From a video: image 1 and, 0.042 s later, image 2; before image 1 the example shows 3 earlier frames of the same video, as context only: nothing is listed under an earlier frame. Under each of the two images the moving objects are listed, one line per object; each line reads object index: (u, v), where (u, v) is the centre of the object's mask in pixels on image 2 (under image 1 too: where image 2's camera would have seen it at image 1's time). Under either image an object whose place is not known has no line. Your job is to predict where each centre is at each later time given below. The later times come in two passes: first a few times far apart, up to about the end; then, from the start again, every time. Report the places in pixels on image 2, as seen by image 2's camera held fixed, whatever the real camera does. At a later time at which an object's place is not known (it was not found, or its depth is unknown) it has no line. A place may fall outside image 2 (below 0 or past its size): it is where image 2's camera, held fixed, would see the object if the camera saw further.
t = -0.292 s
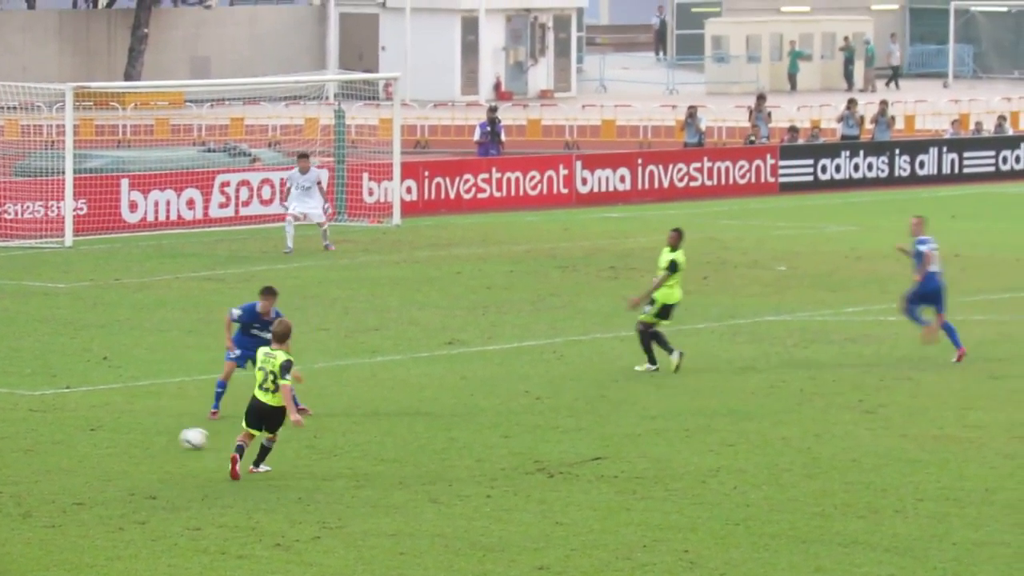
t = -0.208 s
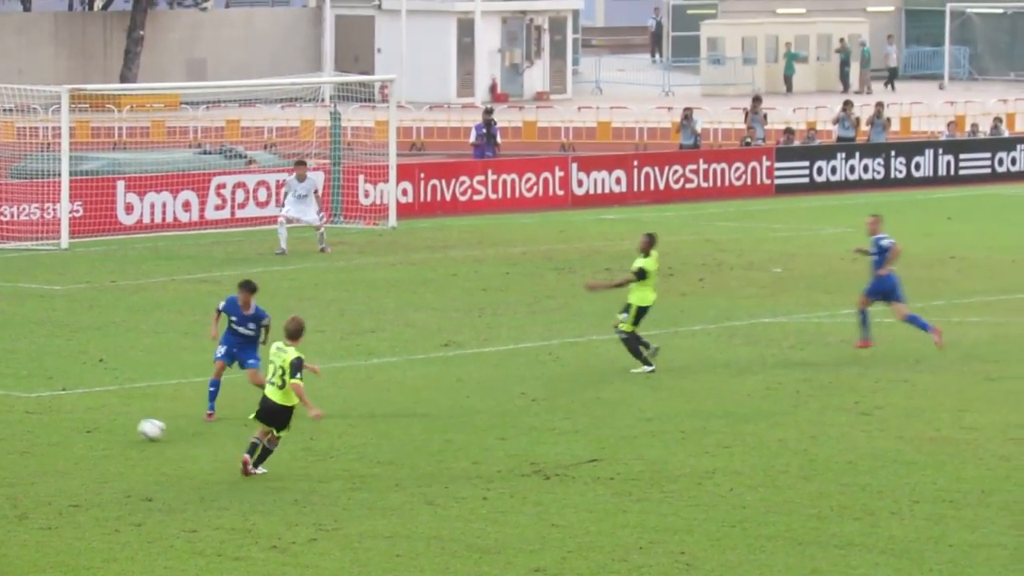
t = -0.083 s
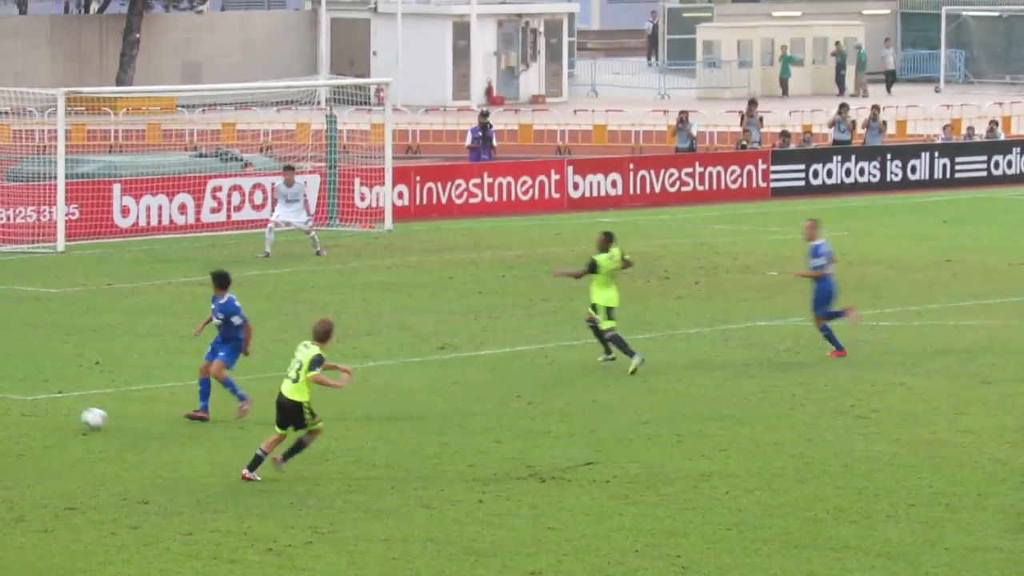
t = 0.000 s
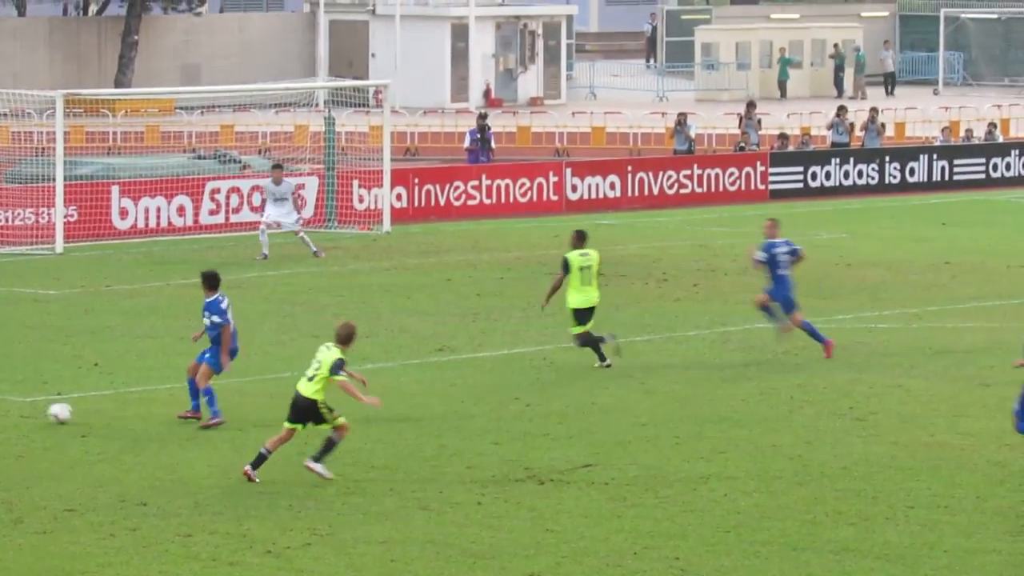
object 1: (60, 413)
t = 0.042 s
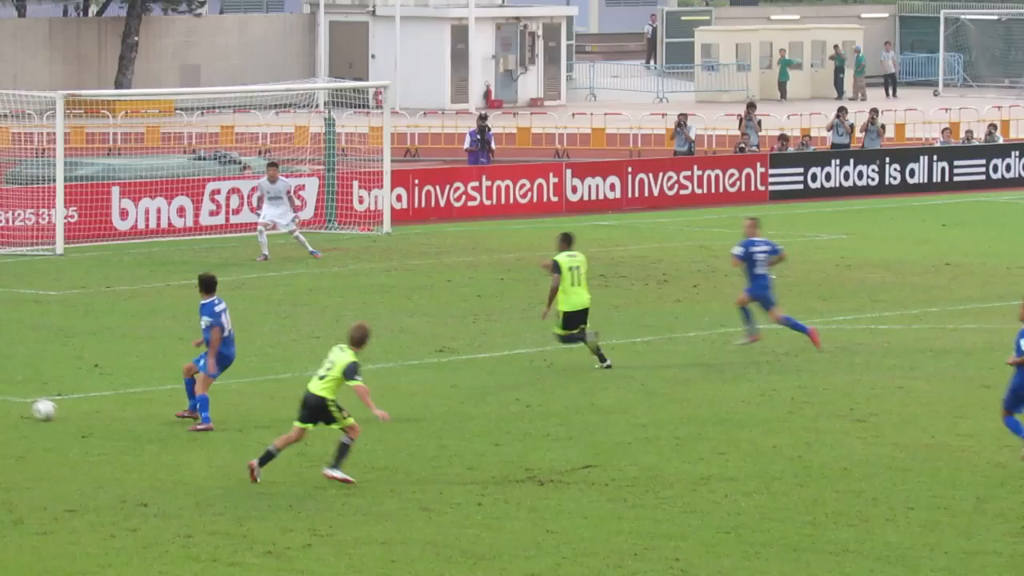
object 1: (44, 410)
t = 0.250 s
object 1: (-19, 392)
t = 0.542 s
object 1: (-100, 379)
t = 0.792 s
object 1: (-157, 368)
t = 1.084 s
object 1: (-222, 362)
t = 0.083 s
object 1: (30, 405)
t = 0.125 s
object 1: (16, 403)
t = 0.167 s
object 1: (3, 399)
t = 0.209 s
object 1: (-8, 395)
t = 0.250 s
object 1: (-19, 392)
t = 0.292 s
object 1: (-29, 390)
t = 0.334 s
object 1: (-40, 387)
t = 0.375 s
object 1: (-52, 385)
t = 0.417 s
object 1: (-64, 381)
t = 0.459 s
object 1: (-75, 378)
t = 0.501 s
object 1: (-88, 378)
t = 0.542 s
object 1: (-100, 379)
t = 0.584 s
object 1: (-110, 376)
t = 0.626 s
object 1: (-119, 373)
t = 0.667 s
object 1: (-128, 372)
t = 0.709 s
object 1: (-138, 373)
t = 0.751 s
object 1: (-146, 371)
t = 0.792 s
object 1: (-157, 368)
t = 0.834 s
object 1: (-167, 367)
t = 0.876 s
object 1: (-176, 368)
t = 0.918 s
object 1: (-185, 368)
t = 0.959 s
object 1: (-195, 365)
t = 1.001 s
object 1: (-204, 362)
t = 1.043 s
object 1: (-213, 361)
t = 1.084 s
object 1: (-222, 362)
